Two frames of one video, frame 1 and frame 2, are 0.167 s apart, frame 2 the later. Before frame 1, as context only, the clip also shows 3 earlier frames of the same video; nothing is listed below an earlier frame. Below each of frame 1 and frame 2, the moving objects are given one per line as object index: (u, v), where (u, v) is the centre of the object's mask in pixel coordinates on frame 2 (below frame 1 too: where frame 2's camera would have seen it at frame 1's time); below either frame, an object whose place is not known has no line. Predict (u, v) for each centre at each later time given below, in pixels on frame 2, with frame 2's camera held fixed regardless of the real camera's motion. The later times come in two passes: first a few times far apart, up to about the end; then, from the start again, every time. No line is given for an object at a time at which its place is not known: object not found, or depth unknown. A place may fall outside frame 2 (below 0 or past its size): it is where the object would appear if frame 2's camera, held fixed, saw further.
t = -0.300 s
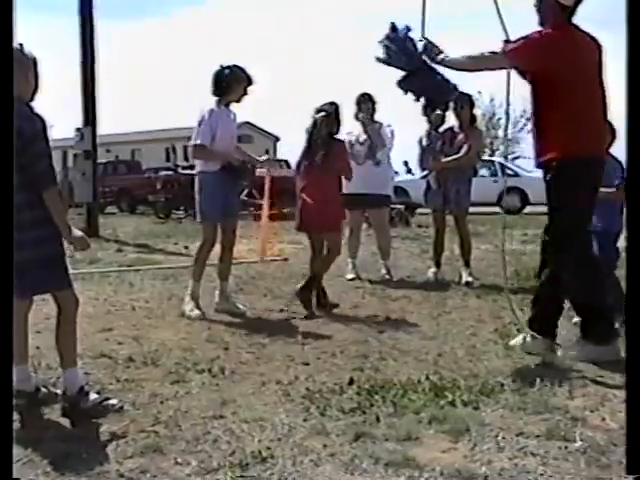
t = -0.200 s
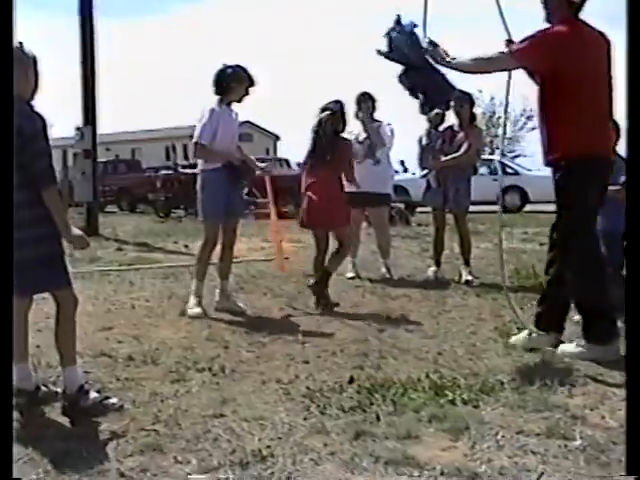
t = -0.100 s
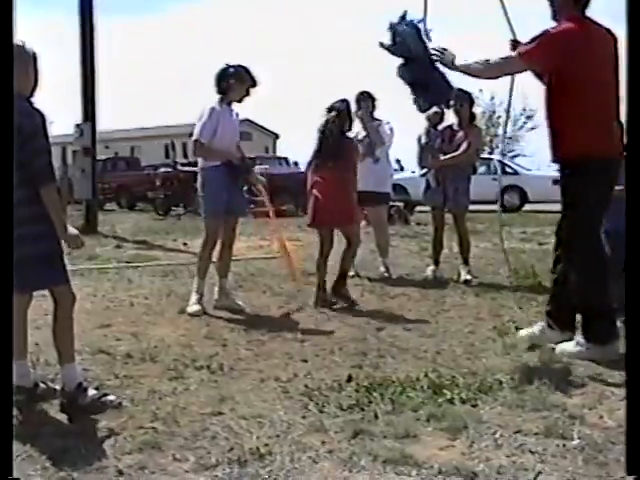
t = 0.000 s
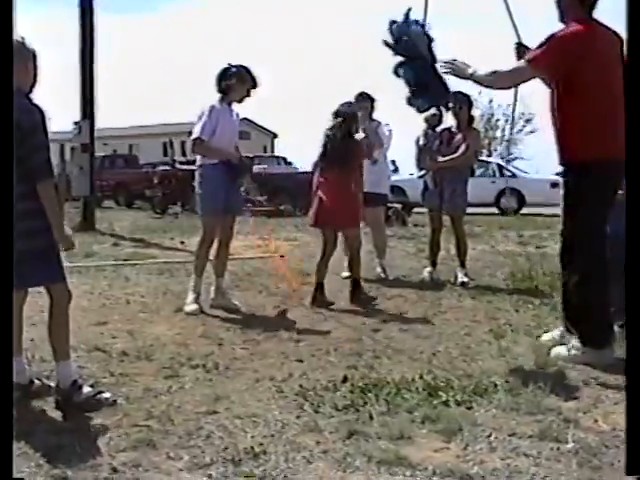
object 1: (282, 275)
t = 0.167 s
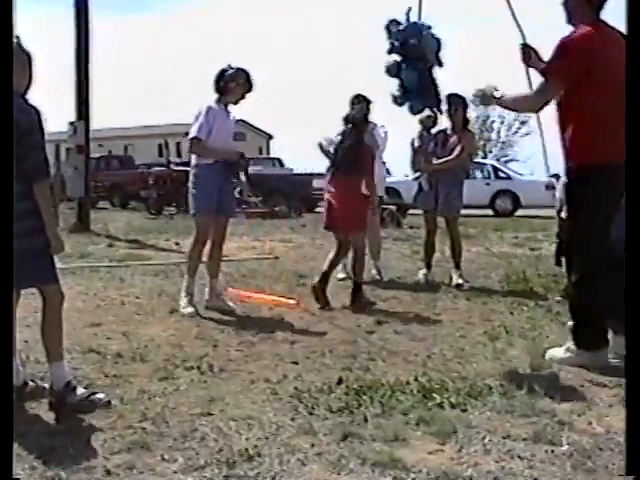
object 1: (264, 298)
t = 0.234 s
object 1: (263, 293)
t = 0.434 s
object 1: (260, 302)
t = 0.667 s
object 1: (259, 302)
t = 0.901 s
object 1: (260, 303)
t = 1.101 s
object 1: (259, 303)
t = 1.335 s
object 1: (260, 303)
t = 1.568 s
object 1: (260, 303)
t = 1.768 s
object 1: (259, 303)
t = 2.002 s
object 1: (261, 303)
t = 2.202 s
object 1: (260, 303)
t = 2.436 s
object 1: (260, 303)
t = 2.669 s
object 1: (259, 303)
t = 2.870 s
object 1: (260, 303)
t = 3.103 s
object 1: (260, 303)
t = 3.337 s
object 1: (261, 303)
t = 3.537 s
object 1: (259, 303)
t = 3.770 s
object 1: (259, 303)
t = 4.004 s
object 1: (260, 303)
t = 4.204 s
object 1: (260, 303)
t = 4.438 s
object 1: (258, 303)
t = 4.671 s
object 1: (253, 302)
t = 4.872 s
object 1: (253, 302)
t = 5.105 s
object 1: (253, 302)
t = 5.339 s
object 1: (252, 303)
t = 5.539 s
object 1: (252, 303)
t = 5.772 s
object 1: (252, 303)
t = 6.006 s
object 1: (252, 303)
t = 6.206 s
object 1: (252, 303)
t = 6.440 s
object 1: (253, 303)
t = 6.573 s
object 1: (254, 303)
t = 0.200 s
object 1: (265, 295)
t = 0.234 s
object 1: (263, 293)
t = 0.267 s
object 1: (262, 292)
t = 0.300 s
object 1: (261, 292)
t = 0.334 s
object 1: (259, 294)
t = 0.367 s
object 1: (258, 297)
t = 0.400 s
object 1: (259, 301)
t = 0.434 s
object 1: (260, 302)
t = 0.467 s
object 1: (259, 302)
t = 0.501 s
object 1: (258, 302)
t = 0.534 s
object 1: (260, 303)
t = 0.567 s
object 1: (259, 303)
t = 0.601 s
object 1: (259, 302)
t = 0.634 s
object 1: (259, 302)
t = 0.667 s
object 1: (259, 302)
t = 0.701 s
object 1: (260, 302)
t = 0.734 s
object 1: (259, 303)
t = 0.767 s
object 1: (260, 303)
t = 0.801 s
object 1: (259, 303)
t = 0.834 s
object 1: (259, 303)
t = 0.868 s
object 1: (260, 303)
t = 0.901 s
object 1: (260, 303)
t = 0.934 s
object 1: (259, 303)
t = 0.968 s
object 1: (260, 303)
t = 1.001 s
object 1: (260, 303)
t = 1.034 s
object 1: (260, 303)
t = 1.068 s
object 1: (260, 303)
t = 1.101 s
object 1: (259, 303)
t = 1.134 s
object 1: (259, 303)
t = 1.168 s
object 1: (259, 303)
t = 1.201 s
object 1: (260, 303)
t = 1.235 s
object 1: (260, 303)
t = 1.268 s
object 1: (260, 303)
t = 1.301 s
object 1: (259, 303)
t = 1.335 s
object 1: (260, 303)
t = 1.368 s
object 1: (260, 304)
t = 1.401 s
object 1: (260, 303)
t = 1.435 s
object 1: (259, 303)
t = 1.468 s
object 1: (258, 303)
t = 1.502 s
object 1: (259, 303)
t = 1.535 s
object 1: (259, 303)
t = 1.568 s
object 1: (260, 303)
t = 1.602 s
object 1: (259, 303)
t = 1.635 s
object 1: (259, 303)
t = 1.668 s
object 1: (259, 303)
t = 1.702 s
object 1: (260, 303)
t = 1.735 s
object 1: (260, 303)
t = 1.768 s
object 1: (259, 303)
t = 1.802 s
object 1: (262, 303)
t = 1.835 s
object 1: (262, 303)
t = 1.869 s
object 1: (261, 303)
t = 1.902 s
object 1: (261, 303)
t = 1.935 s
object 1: (260, 303)
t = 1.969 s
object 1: (261, 303)
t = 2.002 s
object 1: (261, 303)
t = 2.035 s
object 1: (261, 303)
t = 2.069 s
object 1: (259, 303)
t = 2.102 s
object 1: (260, 303)
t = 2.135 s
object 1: (260, 303)
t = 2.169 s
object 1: (259, 303)
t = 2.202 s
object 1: (260, 303)
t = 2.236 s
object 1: (261, 303)
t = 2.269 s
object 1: (260, 303)
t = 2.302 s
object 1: (260, 303)
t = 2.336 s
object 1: (260, 303)
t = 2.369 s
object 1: (259, 303)
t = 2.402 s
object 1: (261, 303)
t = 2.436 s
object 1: (260, 303)
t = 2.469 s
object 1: (260, 303)
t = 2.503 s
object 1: (259, 303)
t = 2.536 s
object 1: (259, 303)
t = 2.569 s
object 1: (259, 303)
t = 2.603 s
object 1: (259, 303)
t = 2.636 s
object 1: (259, 303)
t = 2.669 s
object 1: (259, 303)
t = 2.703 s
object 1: (259, 303)
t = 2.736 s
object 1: (259, 303)
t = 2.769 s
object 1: (260, 303)
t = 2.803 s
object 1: (260, 303)
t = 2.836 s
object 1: (259, 303)
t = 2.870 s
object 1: (260, 303)
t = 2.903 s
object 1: (260, 303)
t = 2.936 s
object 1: (260, 303)
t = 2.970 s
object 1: (261, 303)
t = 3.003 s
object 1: (260, 303)
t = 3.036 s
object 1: (260, 303)
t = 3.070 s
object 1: (261, 303)
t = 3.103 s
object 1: (260, 303)
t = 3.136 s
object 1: (260, 303)
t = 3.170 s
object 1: (261, 303)
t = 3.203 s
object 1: (261, 303)
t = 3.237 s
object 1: (260, 303)
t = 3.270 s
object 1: (260, 303)
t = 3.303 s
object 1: (260, 303)
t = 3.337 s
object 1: (261, 303)
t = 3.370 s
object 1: (260, 303)
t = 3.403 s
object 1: (260, 303)
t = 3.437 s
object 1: (260, 303)
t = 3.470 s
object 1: (260, 303)
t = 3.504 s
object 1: (259, 303)
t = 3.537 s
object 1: (259, 303)
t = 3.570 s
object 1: (259, 303)
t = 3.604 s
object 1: (259, 303)
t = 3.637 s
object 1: (259, 303)
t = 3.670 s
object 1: (259, 303)
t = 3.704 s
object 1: (260, 303)
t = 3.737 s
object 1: (259, 303)
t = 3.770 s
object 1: (259, 303)
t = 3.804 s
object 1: (260, 303)
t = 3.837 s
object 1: (260, 303)
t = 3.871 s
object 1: (261, 303)
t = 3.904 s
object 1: (260, 303)
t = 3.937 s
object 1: (260, 303)
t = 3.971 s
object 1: (260, 303)
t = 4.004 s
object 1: (260, 303)
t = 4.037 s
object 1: (260, 303)
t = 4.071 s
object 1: (260, 303)
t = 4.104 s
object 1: (260, 303)
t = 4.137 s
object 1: (260, 303)
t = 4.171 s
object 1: (260, 303)
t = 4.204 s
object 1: (260, 303)
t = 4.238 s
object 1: (259, 303)
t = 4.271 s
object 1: (260, 303)
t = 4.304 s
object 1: (260, 303)
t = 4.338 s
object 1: (261, 303)
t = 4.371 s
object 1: (261, 303)
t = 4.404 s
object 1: (260, 303)
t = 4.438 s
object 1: (258, 303)
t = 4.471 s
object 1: (255, 302)
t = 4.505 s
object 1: (254, 302)
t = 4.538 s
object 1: (254, 302)
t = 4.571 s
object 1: (254, 302)
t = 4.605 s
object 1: (253, 302)
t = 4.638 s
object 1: (253, 303)
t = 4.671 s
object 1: (253, 302)
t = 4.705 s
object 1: (253, 302)
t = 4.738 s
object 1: (253, 302)
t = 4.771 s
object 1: (253, 302)
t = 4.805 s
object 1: (253, 302)
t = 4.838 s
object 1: (253, 302)
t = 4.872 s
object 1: (253, 302)
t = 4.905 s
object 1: (253, 302)
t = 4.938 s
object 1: (254, 302)
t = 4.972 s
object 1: (253, 302)
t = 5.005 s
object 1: (254, 302)
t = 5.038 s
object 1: (253, 302)
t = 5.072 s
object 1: (253, 303)
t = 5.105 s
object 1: (253, 302)
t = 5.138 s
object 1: (253, 302)
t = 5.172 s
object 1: (253, 302)
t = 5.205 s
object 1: (252, 302)
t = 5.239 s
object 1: (254, 302)
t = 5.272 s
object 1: (253, 302)
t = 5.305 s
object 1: (253, 302)
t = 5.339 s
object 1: (252, 303)
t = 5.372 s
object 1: (253, 303)
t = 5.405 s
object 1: (253, 303)
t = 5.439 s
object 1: (253, 303)
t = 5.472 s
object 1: (252, 303)
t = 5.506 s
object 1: (252, 303)
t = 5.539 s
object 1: (252, 303)
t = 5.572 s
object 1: (252, 303)
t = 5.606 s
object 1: (251, 303)
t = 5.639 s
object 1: (253, 303)
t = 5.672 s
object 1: (253, 303)
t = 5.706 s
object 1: (252, 303)
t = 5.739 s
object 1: (252, 303)
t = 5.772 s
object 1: (252, 303)
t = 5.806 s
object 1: (253, 303)
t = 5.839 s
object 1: (252, 303)
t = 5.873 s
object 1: (252, 303)
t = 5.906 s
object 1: (252, 303)
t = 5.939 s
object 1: (252, 303)
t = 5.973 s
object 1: (252, 303)
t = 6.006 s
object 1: (252, 303)
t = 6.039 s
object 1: (251, 302)
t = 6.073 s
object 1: (252, 303)
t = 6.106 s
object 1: (252, 303)
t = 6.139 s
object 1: (252, 303)
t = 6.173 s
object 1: (252, 303)
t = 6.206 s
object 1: (252, 303)
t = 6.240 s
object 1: (253, 303)
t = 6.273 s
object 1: (253, 303)
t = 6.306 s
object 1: (253, 302)
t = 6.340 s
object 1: (253, 303)
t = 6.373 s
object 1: (253, 303)
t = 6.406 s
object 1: (253, 303)
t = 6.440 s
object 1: (253, 303)
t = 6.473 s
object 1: (253, 303)
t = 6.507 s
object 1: (254, 303)
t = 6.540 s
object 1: (253, 303)
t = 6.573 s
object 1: (254, 303)
